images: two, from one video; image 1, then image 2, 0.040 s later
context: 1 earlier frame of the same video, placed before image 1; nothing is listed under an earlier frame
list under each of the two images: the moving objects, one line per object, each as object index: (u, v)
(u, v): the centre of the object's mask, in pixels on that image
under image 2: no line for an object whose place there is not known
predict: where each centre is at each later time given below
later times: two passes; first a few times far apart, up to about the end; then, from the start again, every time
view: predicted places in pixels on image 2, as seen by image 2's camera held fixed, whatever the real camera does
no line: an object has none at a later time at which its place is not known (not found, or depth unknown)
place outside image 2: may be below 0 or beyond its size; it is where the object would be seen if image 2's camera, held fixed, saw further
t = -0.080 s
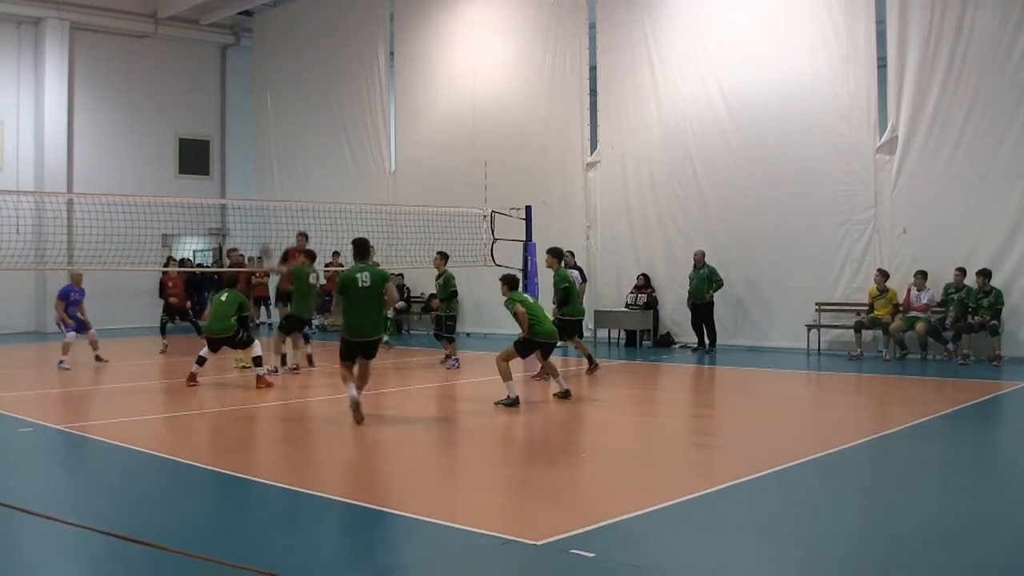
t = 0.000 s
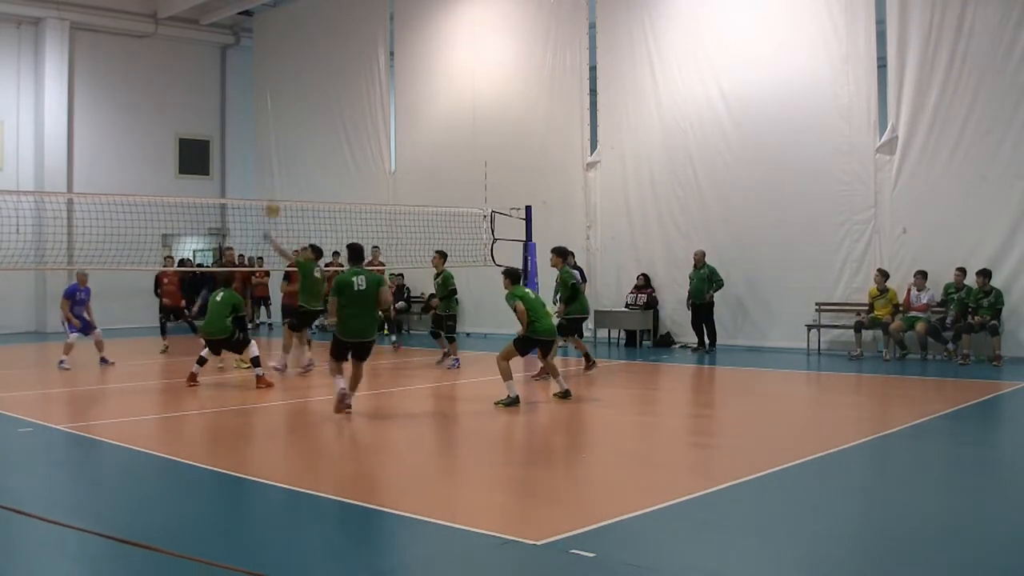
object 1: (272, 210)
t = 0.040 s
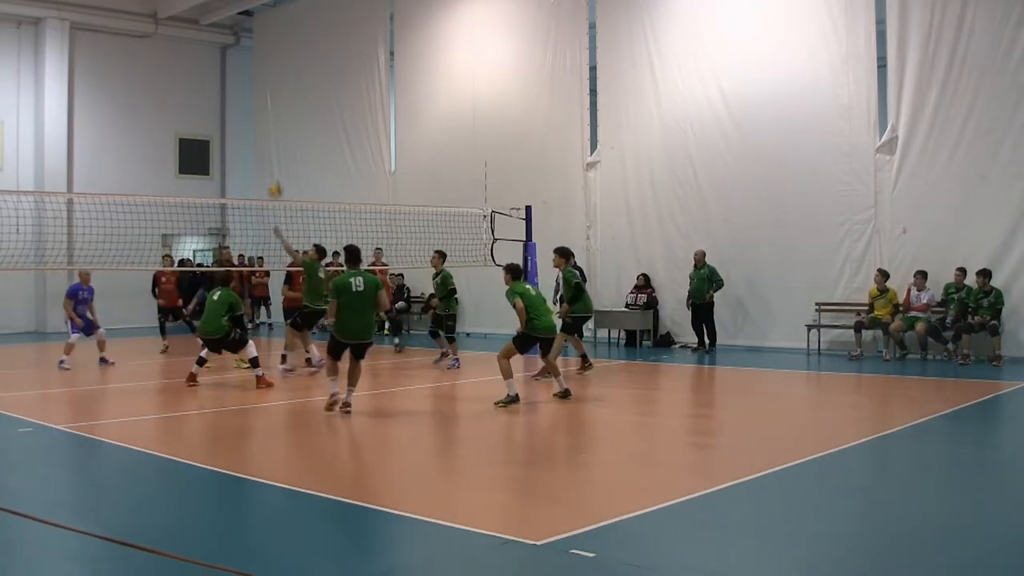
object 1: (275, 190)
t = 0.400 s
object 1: (307, 68)
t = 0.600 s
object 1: (324, 42)
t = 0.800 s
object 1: (341, 43)
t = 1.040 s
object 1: (362, 83)
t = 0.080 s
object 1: (279, 171)
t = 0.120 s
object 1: (282, 154)
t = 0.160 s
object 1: (286, 139)
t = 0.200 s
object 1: (289, 125)
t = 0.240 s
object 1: (293, 110)
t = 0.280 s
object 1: (296, 97)
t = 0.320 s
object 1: (300, 87)
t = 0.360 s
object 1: (302, 76)
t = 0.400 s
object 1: (307, 68)
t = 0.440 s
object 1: (310, 59)
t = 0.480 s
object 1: (313, 54)
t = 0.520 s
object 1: (316, 49)
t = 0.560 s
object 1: (320, 46)
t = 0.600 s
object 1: (324, 42)
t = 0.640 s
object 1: (327, 40)
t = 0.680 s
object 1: (331, 38)
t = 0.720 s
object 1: (334, 39)
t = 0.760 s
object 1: (338, 41)
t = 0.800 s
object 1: (341, 43)
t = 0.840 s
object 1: (345, 47)
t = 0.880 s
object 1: (348, 52)
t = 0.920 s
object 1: (352, 58)
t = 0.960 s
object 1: (356, 66)
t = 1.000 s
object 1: (358, 74)
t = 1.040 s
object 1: (362, 83)
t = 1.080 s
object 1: (365, 94)
